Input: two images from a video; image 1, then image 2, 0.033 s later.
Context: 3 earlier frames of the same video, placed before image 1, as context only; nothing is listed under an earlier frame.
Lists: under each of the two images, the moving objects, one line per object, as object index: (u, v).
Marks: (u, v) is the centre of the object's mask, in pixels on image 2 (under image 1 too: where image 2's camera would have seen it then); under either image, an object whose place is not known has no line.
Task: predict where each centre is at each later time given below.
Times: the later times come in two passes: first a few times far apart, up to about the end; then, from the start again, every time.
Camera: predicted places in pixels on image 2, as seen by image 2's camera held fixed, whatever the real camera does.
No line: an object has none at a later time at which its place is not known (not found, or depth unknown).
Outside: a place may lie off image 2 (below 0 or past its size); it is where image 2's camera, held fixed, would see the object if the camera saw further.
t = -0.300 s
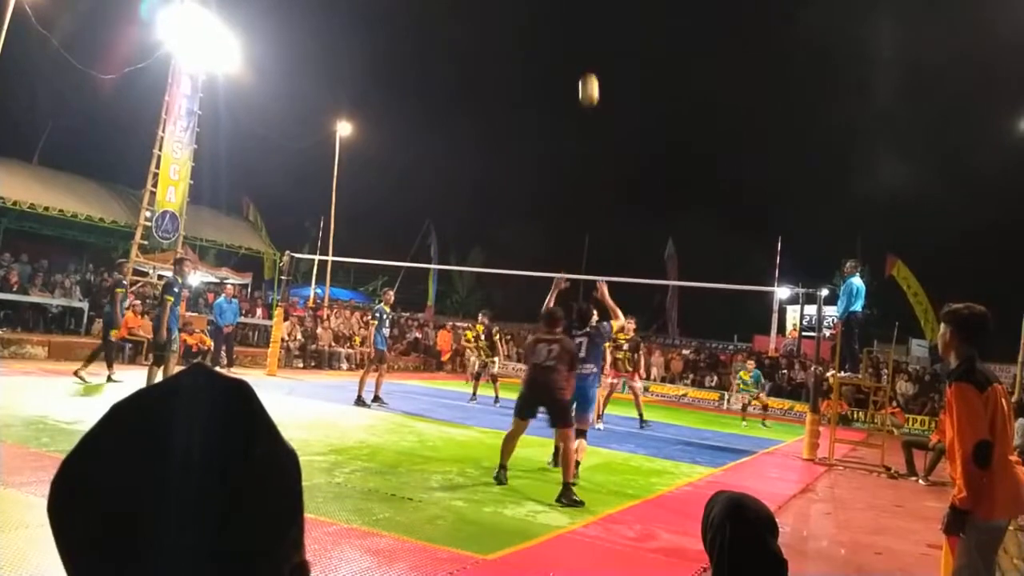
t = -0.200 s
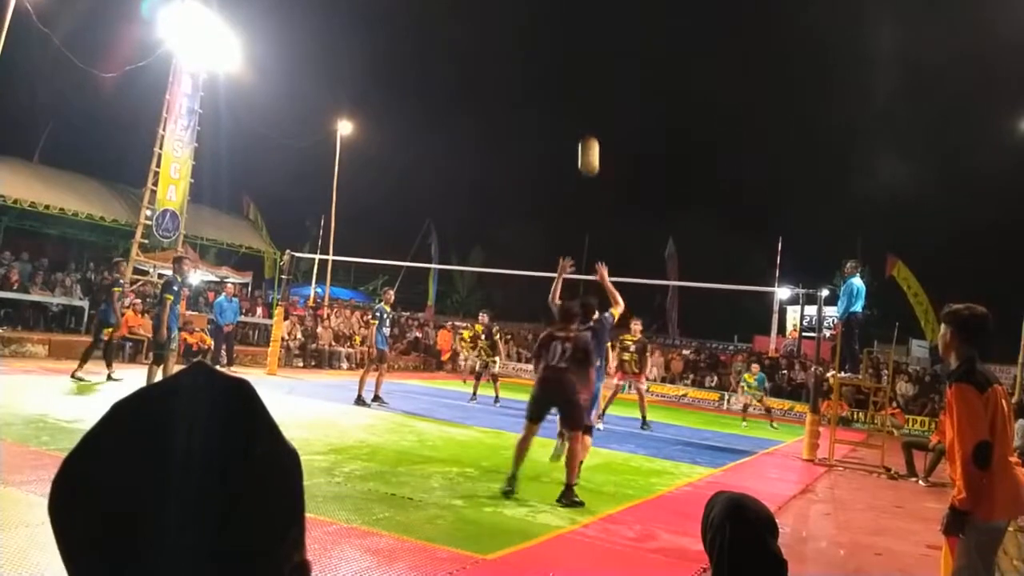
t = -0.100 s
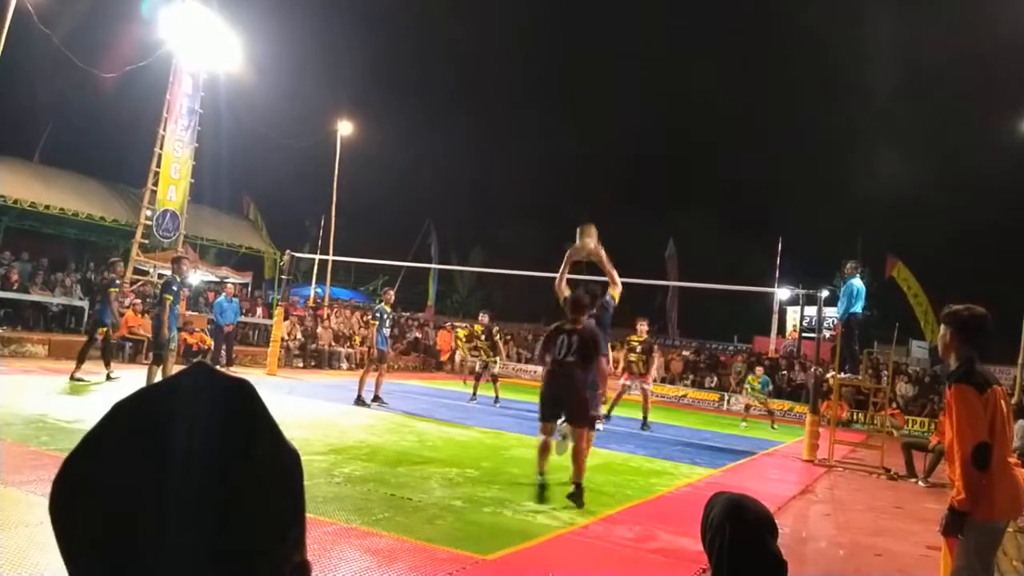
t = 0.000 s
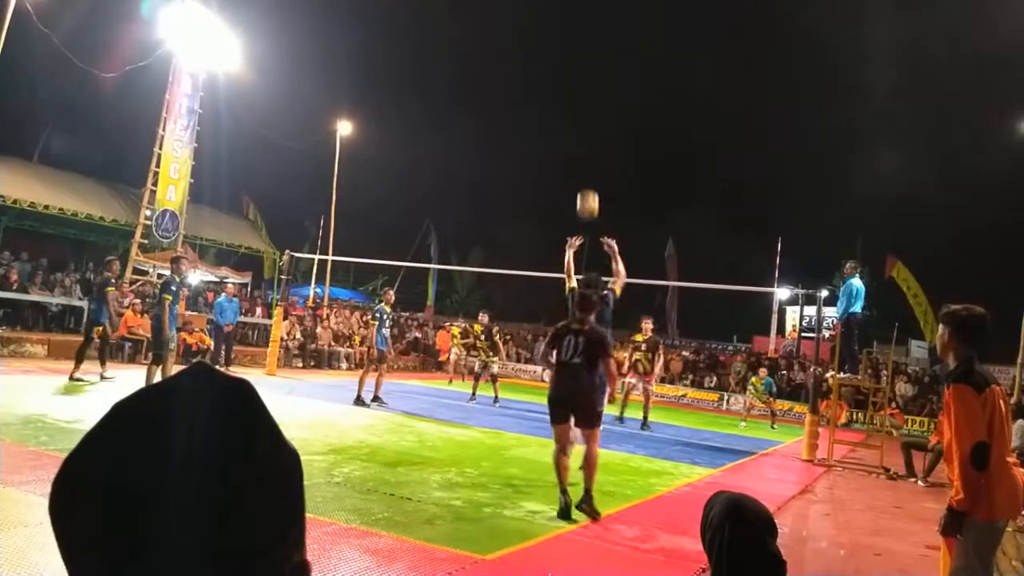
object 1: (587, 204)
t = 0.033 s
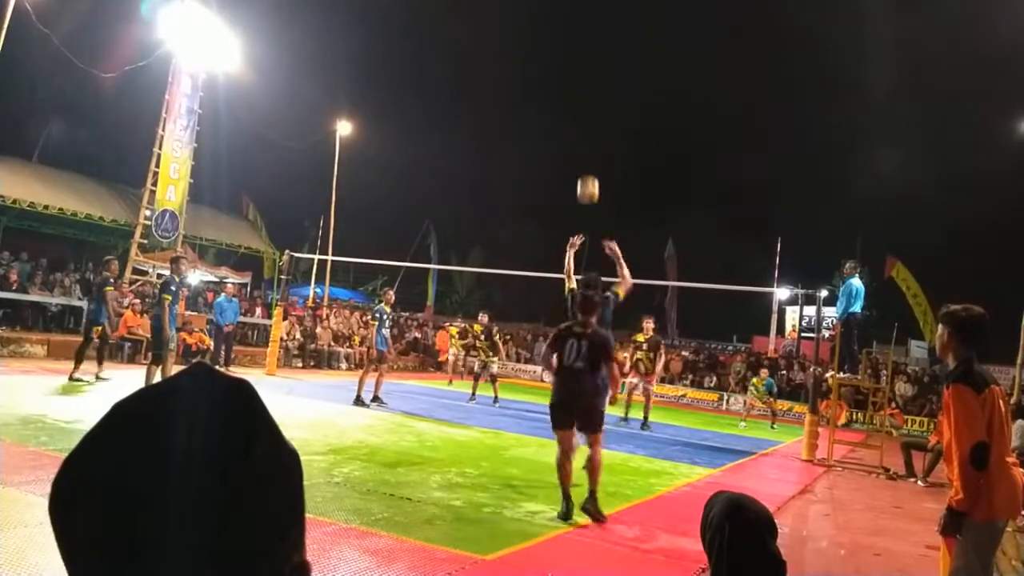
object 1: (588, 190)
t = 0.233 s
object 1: (589, 131)
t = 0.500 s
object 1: (586, 114)
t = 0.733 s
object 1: (579, 144)
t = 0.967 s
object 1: (568, 208)
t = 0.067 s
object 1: (588, 177)
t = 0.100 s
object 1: (589, 165)
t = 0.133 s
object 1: (589, 154)
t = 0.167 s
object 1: (589, 145)
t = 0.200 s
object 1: (589, 138)
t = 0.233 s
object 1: (589, 131)
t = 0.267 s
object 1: (589, 125)
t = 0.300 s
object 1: (589, 120)
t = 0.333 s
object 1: (589, 117)
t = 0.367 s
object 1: (588, 114)
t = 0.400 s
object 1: (588, 113)
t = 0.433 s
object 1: (587, 112)
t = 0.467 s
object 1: (587, 113)
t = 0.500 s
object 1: (586, 114)
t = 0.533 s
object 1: (585, 115)
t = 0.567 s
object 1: (584, 118)
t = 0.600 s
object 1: (583, 122)
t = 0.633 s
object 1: (582, 127)
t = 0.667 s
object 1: (581, 132)
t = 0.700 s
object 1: (580, 137)
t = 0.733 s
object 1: (579, 144)
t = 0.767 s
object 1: (577, 151)
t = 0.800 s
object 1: (576, 159)
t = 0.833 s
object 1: (575, 168)
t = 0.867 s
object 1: (573, 177)
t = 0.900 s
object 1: (572, 187)
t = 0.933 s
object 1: (570, 197)
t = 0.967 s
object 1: (568, 208)
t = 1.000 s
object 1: (567, 220)
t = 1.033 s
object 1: (565, 231)
